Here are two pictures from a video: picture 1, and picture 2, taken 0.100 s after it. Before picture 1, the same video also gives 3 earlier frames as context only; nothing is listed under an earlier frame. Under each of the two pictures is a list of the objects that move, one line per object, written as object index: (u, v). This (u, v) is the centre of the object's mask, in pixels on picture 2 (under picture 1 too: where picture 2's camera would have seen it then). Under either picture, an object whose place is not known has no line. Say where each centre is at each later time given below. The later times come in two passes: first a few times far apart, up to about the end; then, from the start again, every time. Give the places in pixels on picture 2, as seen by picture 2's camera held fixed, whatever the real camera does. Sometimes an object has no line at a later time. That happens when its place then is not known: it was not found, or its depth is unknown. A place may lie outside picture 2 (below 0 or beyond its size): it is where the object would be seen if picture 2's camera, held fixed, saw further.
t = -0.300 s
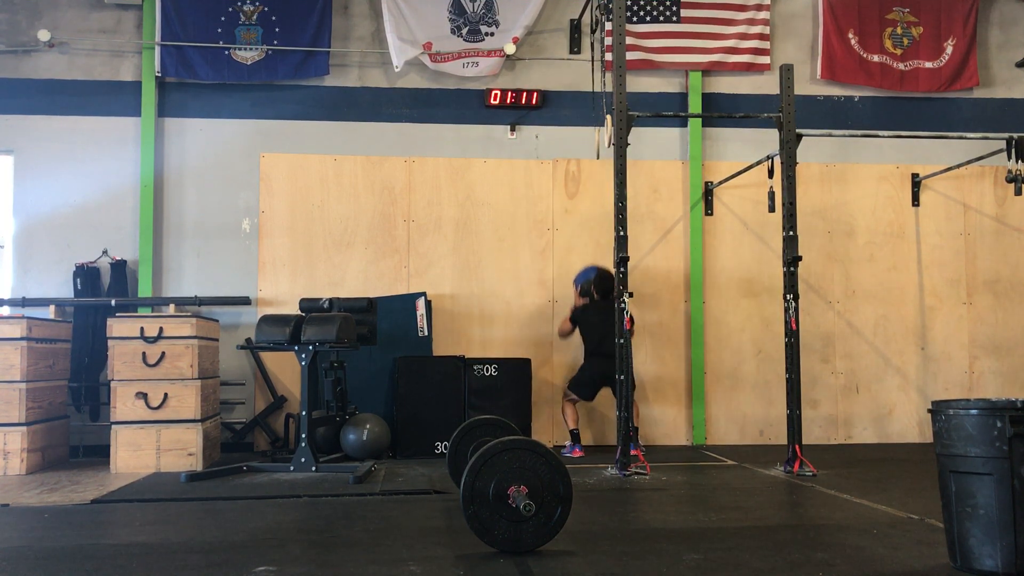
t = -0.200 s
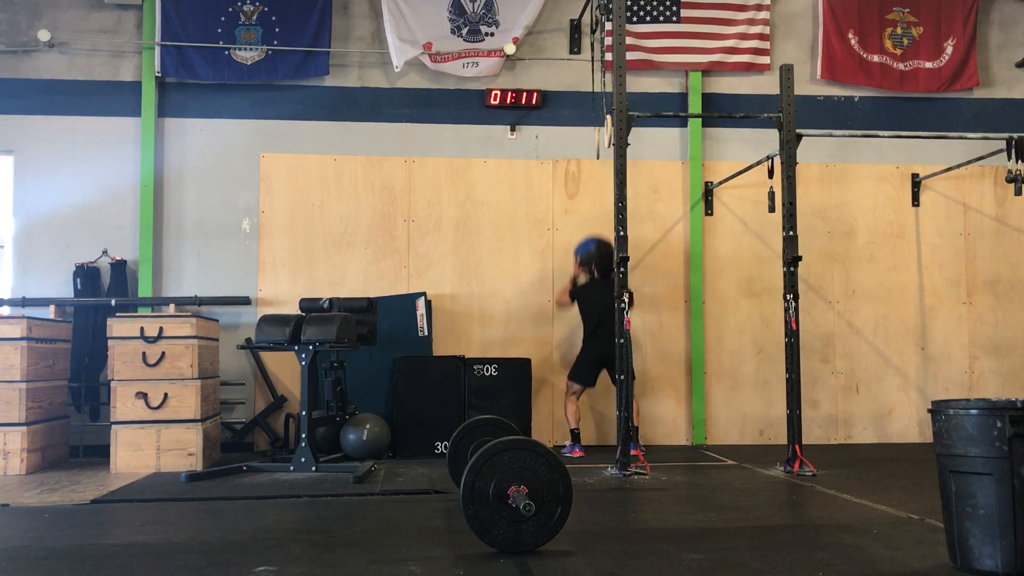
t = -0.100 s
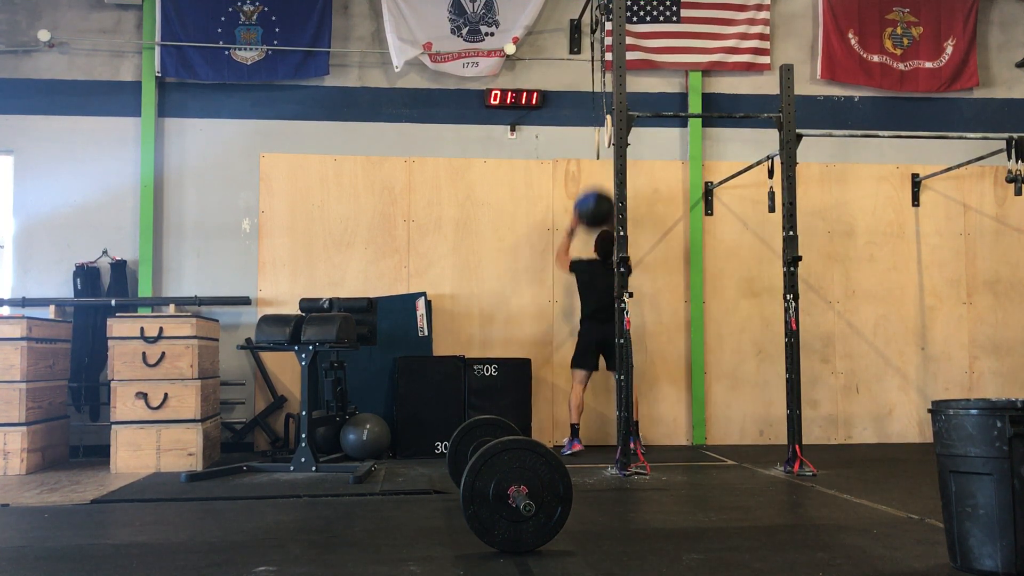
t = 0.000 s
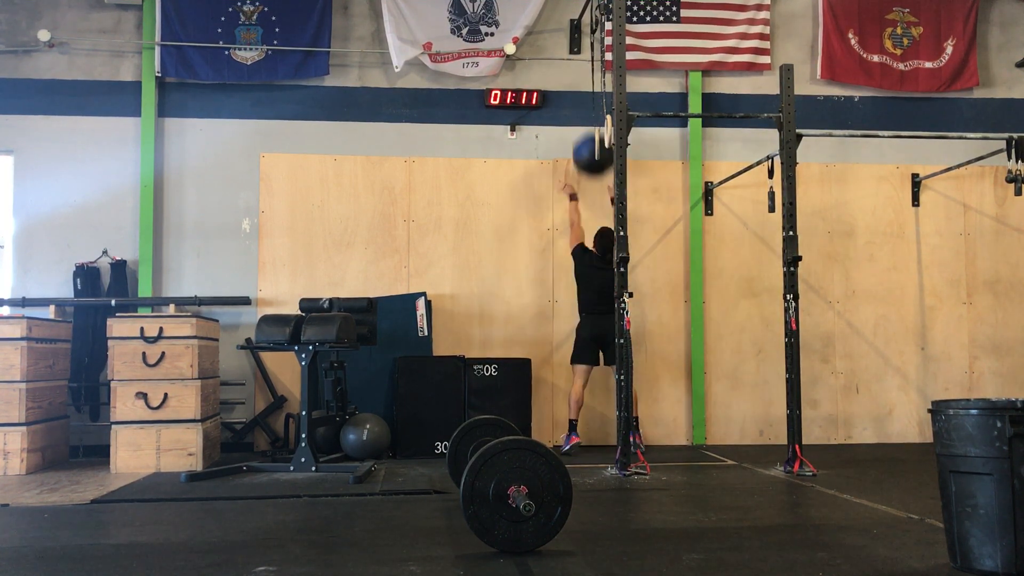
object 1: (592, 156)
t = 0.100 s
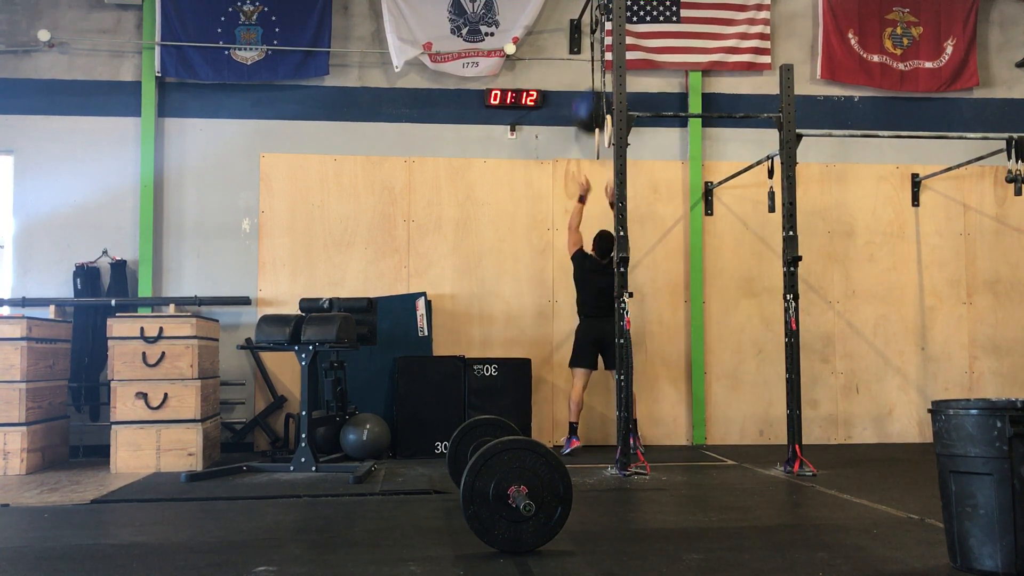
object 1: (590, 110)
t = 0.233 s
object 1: (587, 73)
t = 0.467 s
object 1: (586, 58)
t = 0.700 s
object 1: (588, 100)
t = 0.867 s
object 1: (593, 170)
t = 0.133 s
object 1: (591, 99)
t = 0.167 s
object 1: (588, 88)
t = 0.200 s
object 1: (587, 79)
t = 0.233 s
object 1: (587, 73)
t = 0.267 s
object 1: (590, 67)
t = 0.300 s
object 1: (587, 62)
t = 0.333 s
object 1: (586, 59)
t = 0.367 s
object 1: (586, 57)
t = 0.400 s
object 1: (590, 56)
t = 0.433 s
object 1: (586, 56)
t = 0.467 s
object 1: (586, 58)
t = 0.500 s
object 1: (586, 60)
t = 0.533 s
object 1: (587, 63)
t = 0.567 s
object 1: (587, 68)
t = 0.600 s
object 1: (587, 73)
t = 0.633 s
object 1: (587, 81)
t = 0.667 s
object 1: (587, 89)
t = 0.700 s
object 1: (588, 100)
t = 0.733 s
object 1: (588, 111)
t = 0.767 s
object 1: (588, 123)
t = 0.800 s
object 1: (589, 136)
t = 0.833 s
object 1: (591, 155)
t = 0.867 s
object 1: (593, 170)
